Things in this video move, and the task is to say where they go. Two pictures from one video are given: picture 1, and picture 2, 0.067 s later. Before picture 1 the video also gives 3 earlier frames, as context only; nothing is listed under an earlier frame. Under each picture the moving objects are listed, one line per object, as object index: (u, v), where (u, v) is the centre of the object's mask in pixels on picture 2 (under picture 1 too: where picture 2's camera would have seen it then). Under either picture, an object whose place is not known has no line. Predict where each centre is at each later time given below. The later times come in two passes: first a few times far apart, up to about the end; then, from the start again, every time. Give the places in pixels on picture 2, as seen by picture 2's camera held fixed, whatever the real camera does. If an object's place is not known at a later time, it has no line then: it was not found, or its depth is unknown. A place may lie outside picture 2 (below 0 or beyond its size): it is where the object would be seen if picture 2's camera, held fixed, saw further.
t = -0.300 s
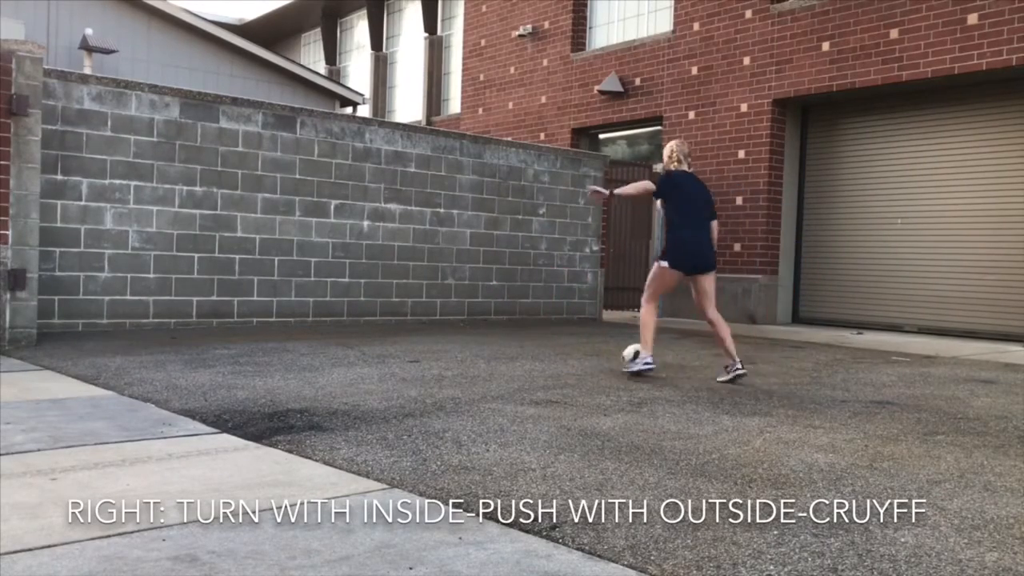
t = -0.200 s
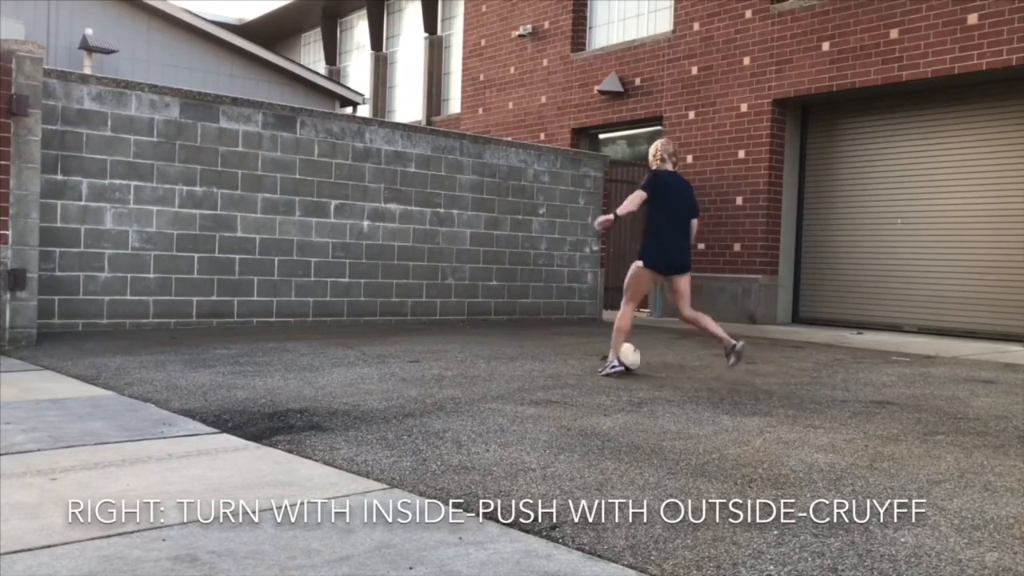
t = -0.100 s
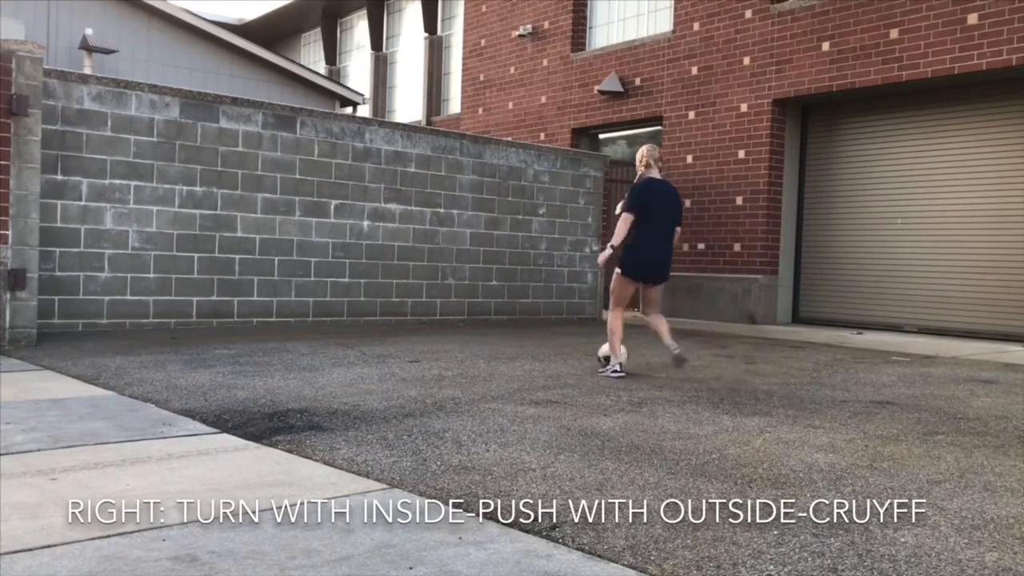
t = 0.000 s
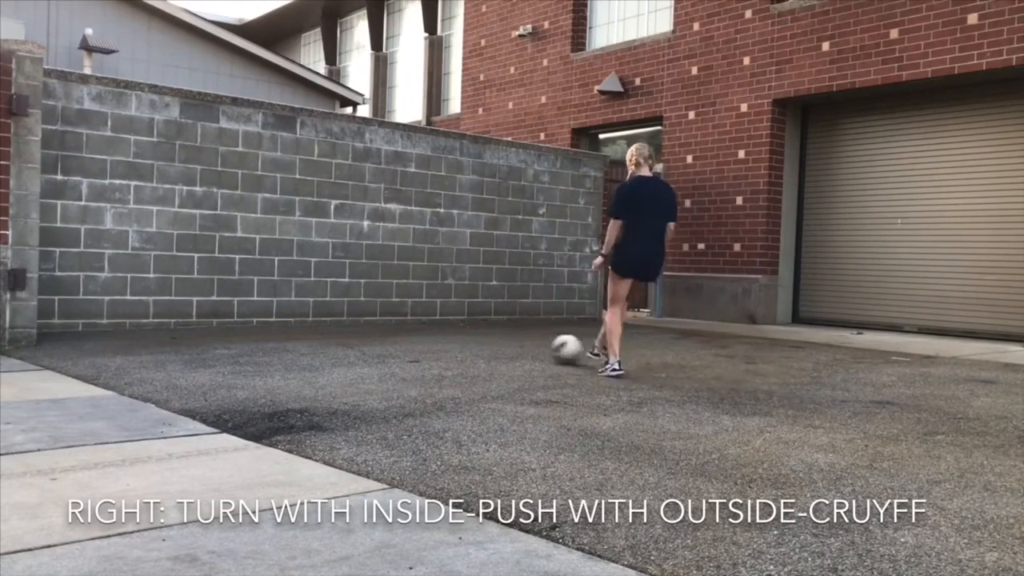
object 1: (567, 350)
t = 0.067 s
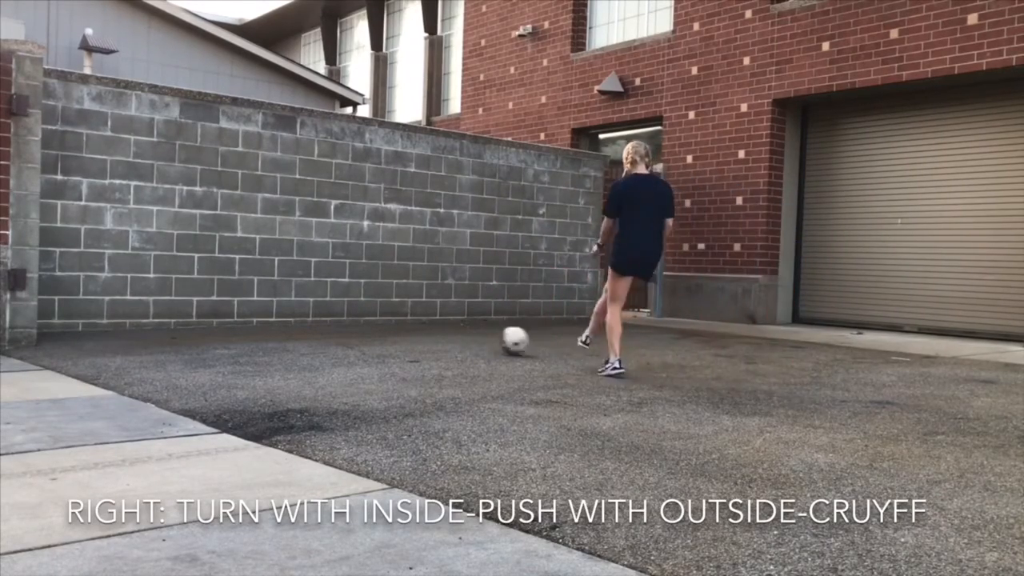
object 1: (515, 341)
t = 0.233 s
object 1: (410, 328)
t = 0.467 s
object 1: (317, 313)
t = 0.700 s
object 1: (384, 310)
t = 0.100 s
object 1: (490, 338)
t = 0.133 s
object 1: (468, 334)
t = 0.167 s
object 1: (447, 333)
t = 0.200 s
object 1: (427, 330)
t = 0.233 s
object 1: (410, 328)
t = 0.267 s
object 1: (393, 326)
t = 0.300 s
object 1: (376, 324)
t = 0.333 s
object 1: (362, 322)
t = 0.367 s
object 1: (349, 320)
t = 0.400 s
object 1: (335, 317)
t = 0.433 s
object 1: (322, 315)
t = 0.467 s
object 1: (317, 313)
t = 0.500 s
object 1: (326, 308)
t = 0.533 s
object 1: (336, 305)
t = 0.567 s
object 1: (346, 302)
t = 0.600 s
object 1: (355, 304)
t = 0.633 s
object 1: (364, 304)
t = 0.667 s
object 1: (374, 306)
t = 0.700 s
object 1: (384, 310)
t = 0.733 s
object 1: (394, 315)
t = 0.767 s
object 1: (405, 320)
